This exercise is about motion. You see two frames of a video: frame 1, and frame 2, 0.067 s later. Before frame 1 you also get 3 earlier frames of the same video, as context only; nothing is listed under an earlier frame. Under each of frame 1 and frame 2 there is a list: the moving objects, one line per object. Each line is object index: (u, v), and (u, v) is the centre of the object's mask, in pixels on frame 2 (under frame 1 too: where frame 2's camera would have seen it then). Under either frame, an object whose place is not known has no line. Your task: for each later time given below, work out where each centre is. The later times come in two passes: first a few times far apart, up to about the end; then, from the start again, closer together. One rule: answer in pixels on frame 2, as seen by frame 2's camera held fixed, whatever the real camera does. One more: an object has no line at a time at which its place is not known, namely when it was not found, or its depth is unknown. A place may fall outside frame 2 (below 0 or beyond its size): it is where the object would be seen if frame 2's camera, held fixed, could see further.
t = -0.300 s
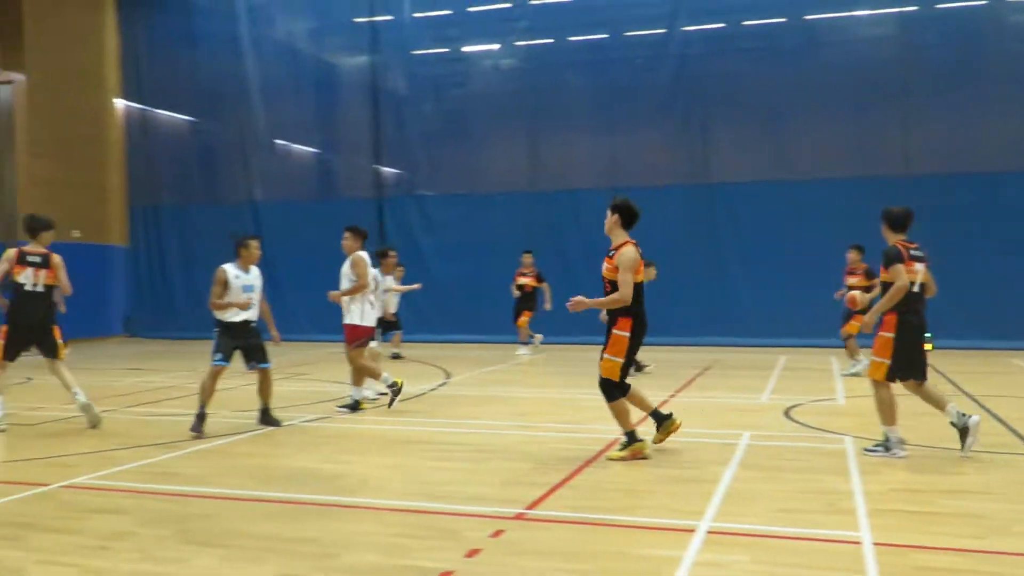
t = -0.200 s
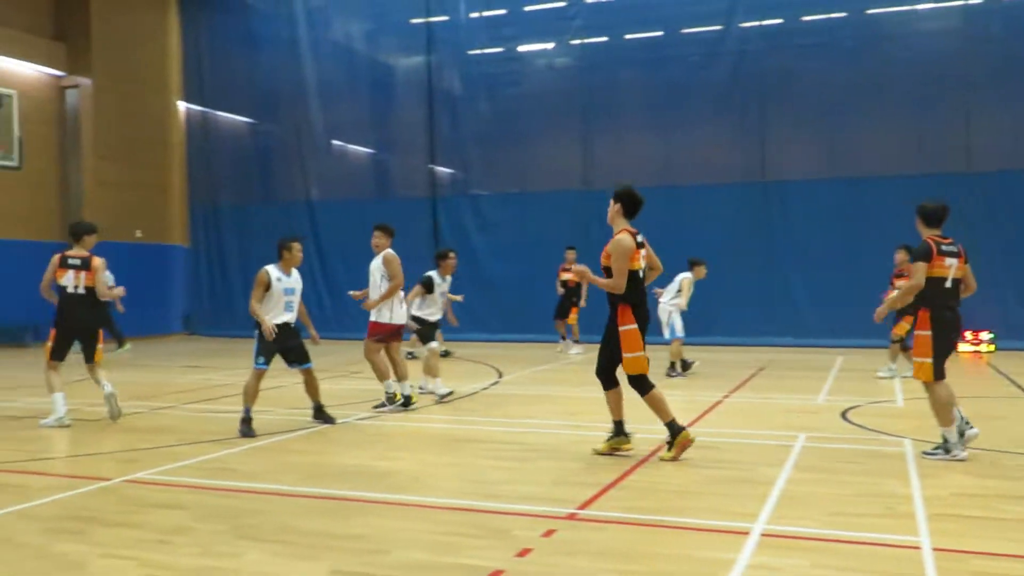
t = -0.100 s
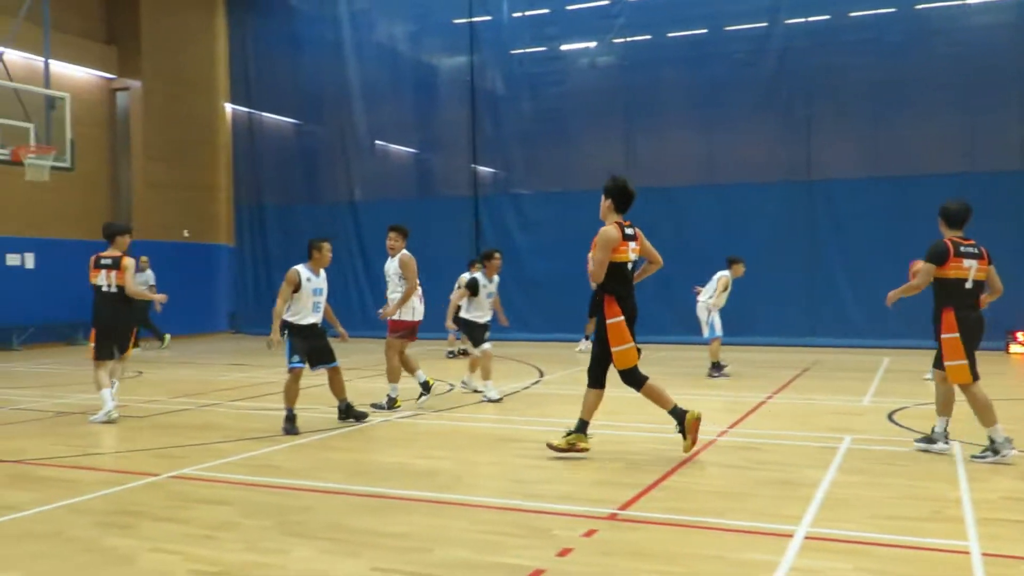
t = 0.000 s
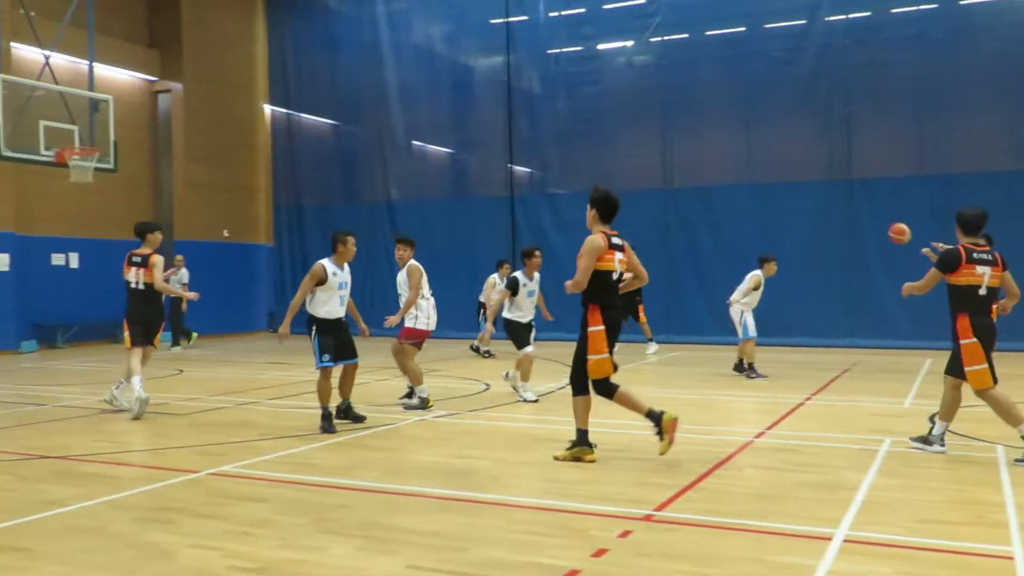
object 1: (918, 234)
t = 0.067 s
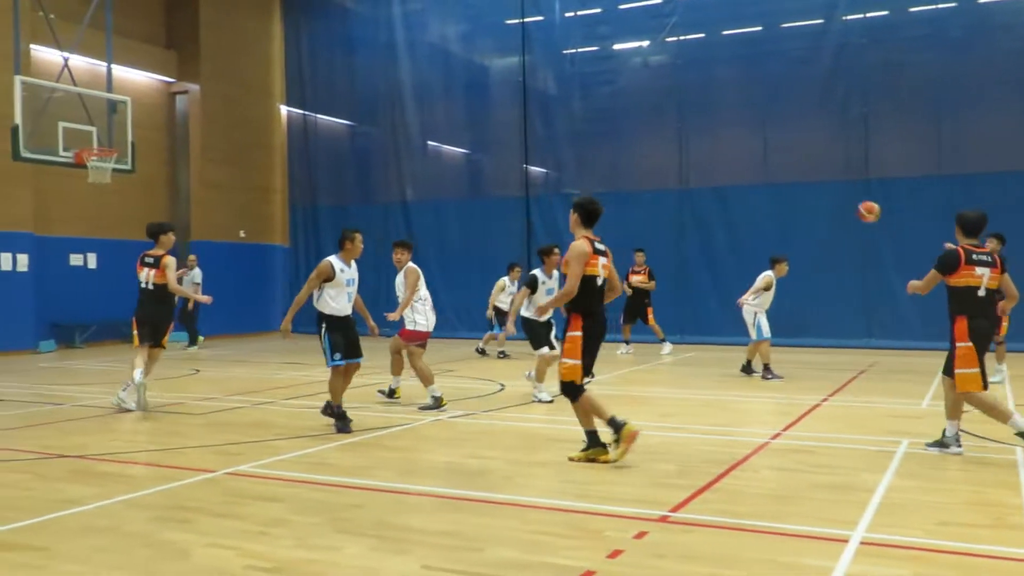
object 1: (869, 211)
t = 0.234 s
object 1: (748, 173)
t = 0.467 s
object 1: (577, 156)
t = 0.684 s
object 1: (416, 180)
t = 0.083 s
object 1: (858, 207)
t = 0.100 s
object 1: (846, 202)
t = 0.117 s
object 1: (833, 198)
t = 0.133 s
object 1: (821, 194)
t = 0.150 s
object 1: (809, 190)
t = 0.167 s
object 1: (796, 186)
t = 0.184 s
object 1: (784, 182)
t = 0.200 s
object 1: (772, 179)
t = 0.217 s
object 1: (760, 176)
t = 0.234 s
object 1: (748, 173)
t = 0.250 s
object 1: (736, 170)
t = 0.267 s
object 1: (723, 168)
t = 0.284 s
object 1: (711, 166)
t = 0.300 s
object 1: (699, 164)
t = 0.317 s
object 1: (687, 161)
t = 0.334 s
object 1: (675, 160)
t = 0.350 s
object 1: (662, 159)
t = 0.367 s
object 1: (650, 158)
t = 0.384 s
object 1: (638, 157)
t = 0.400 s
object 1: (626, 157)
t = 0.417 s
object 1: (614, 156)
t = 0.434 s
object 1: (602, 156)
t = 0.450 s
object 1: (589, 156)
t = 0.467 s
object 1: (577, 156)
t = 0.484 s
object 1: (565, 156)
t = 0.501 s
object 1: (553, 157)
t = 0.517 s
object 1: (540, 158)
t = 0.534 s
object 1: (528, 159)
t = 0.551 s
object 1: (516, 160)
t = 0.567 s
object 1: (503, 162)
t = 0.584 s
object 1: (491, 163)
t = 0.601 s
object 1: (479, 167)
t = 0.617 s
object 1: (466, 169)
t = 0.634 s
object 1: (454, 172)
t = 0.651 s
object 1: (441, 174)
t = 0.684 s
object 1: (416, 180)
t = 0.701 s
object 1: (405, 184)
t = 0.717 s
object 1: (391, 188)
